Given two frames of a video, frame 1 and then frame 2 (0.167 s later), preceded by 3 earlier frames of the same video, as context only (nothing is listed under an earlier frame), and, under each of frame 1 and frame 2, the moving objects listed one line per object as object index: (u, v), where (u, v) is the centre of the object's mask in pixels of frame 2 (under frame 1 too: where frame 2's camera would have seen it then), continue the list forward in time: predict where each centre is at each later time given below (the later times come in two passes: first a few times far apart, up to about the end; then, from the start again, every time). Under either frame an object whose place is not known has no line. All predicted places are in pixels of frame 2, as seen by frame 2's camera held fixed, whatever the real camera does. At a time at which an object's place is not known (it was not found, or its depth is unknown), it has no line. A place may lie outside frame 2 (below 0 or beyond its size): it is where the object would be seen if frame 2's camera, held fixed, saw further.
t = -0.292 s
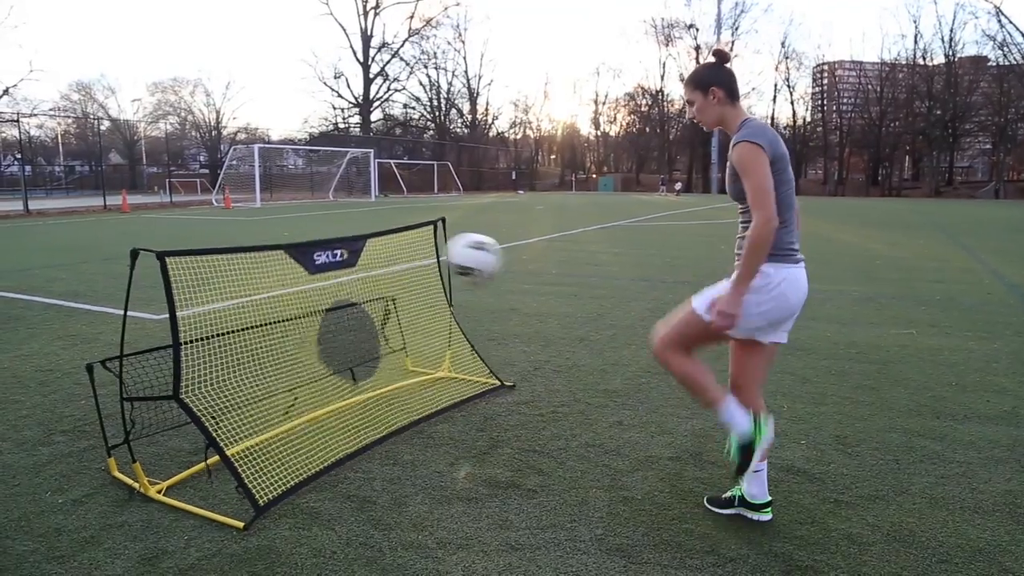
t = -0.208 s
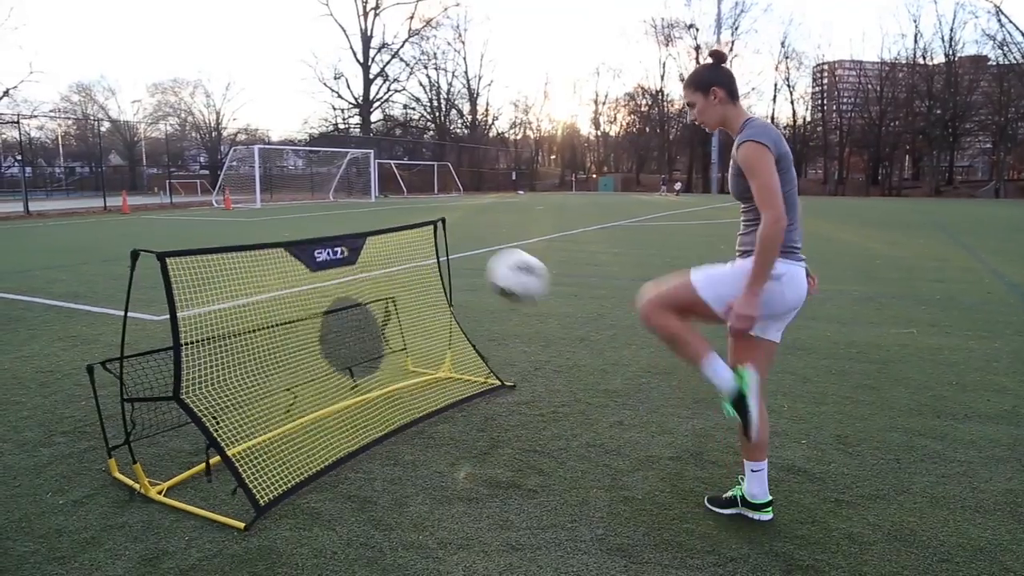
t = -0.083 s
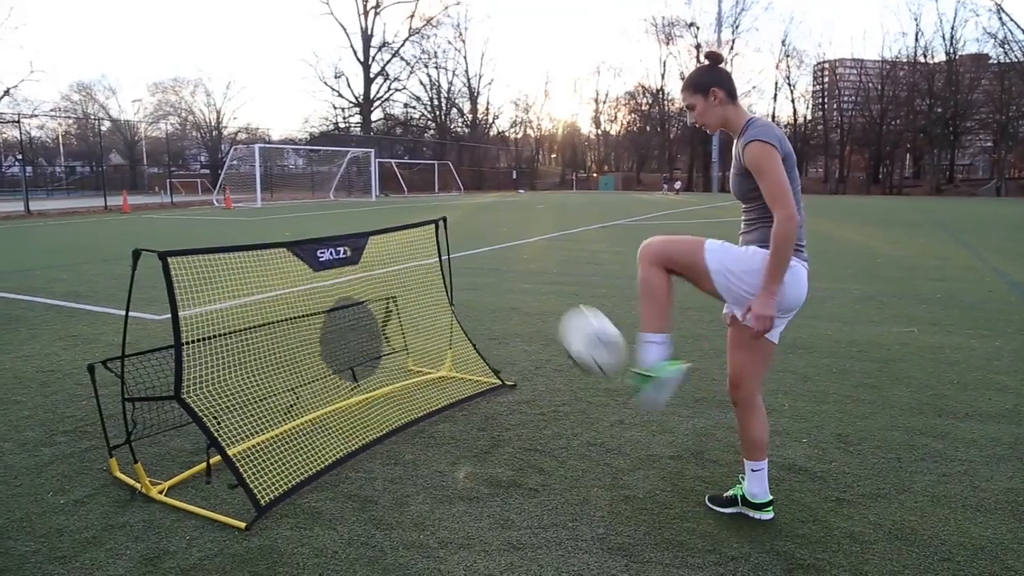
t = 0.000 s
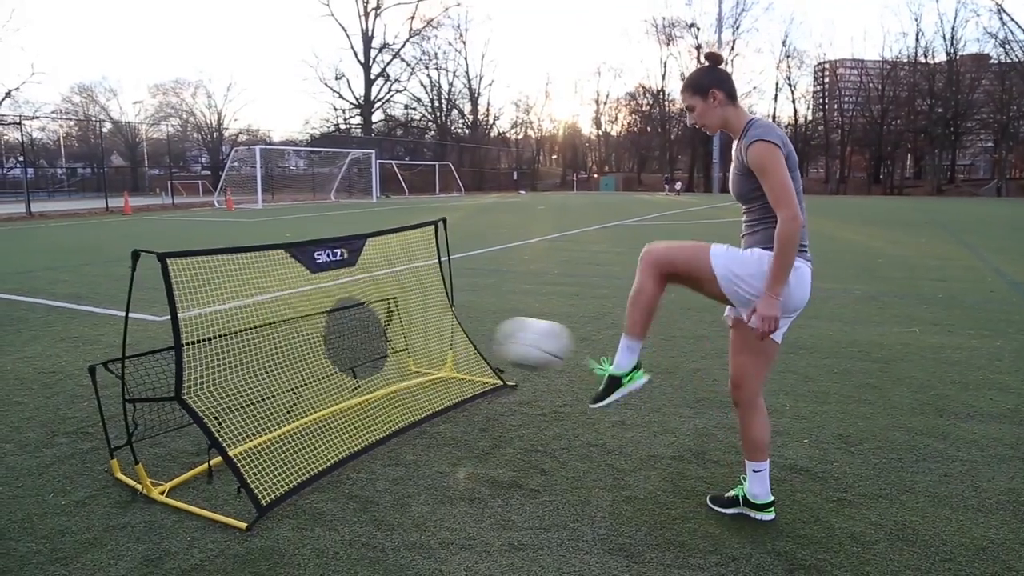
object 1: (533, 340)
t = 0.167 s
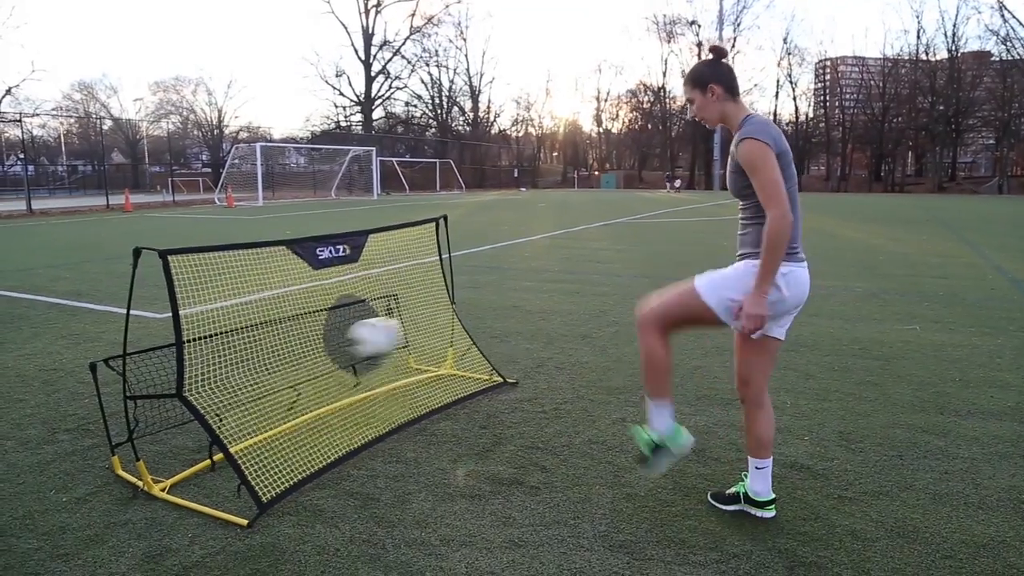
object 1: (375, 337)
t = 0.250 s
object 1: (333, 345)
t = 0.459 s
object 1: (412, 285)
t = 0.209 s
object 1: (348, 341)
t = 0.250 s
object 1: (333, 345)
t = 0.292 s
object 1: (334, 341)
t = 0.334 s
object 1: (348, 329)
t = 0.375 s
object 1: (368, 313)
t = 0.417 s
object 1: (389, 298)
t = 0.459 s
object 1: (412, 285)
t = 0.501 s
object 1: (438, 276)
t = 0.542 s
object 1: (461, 270)
